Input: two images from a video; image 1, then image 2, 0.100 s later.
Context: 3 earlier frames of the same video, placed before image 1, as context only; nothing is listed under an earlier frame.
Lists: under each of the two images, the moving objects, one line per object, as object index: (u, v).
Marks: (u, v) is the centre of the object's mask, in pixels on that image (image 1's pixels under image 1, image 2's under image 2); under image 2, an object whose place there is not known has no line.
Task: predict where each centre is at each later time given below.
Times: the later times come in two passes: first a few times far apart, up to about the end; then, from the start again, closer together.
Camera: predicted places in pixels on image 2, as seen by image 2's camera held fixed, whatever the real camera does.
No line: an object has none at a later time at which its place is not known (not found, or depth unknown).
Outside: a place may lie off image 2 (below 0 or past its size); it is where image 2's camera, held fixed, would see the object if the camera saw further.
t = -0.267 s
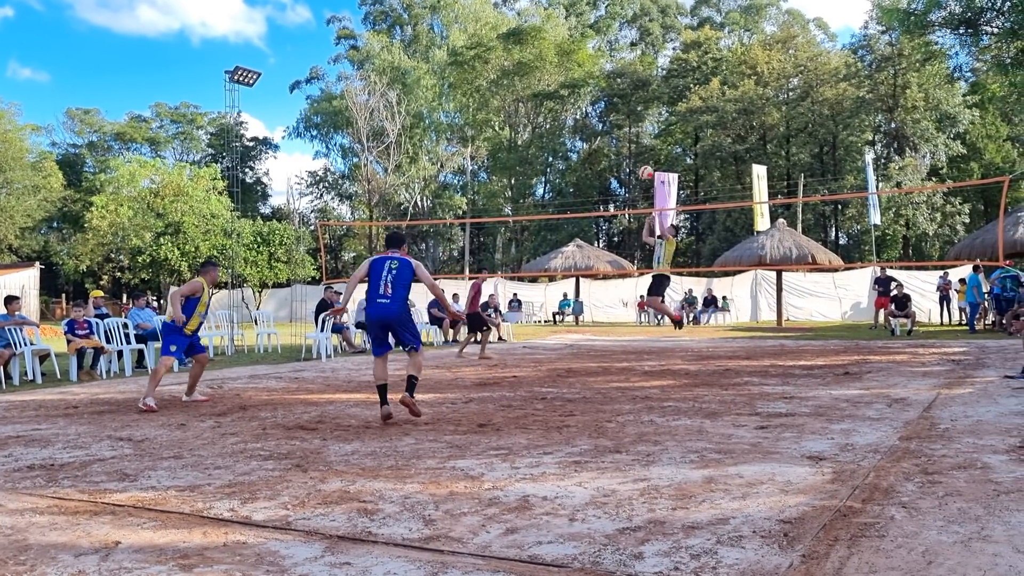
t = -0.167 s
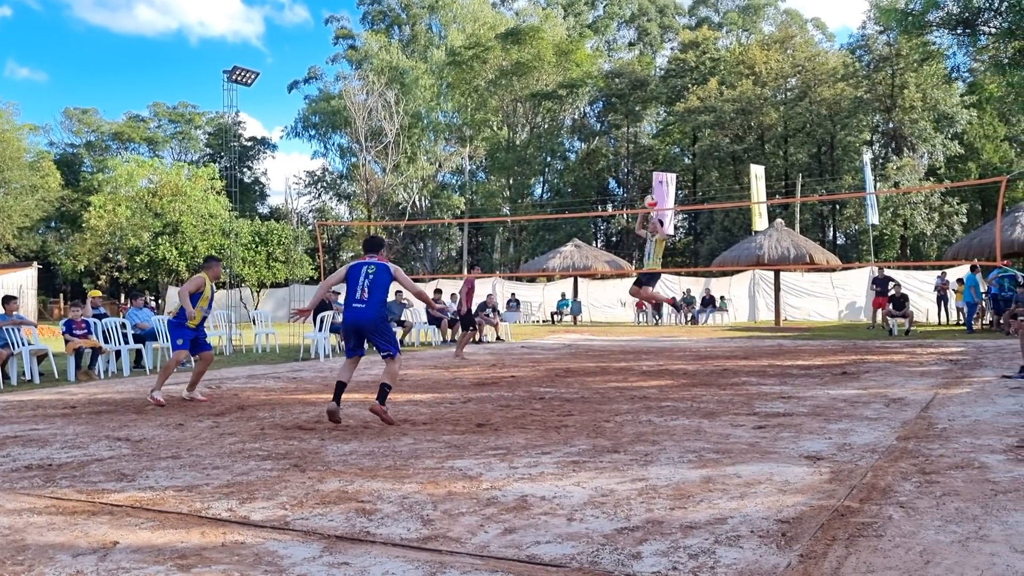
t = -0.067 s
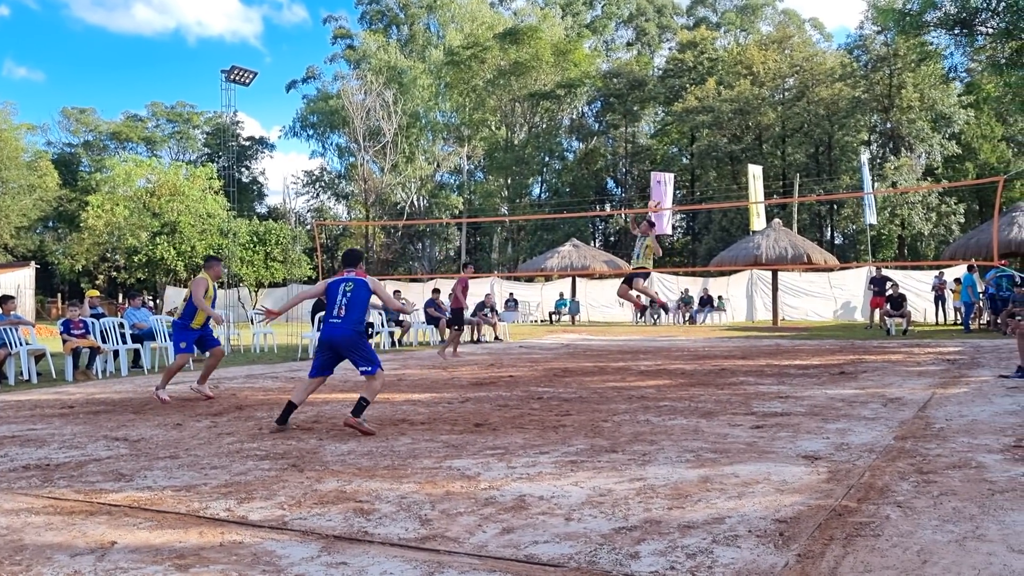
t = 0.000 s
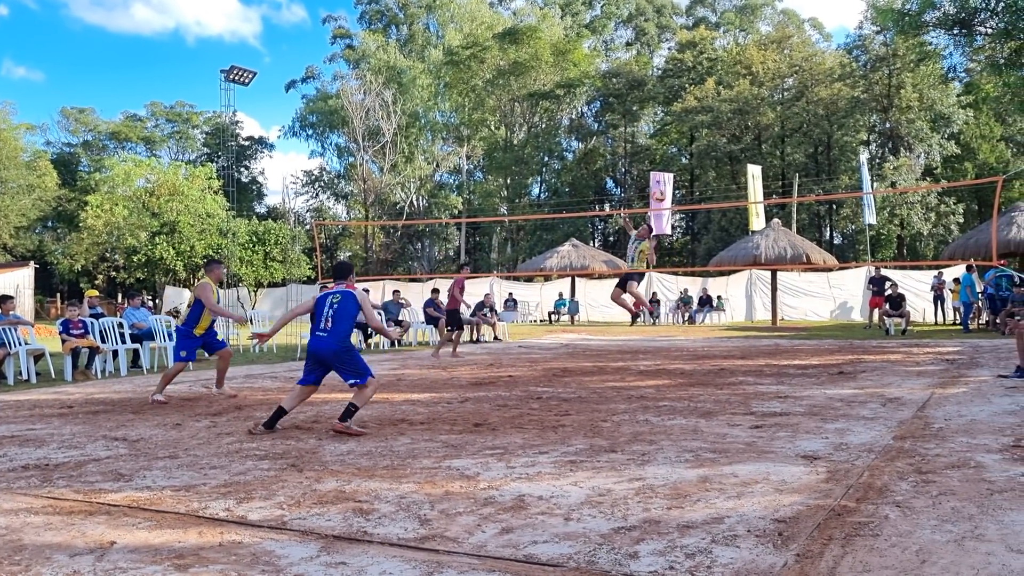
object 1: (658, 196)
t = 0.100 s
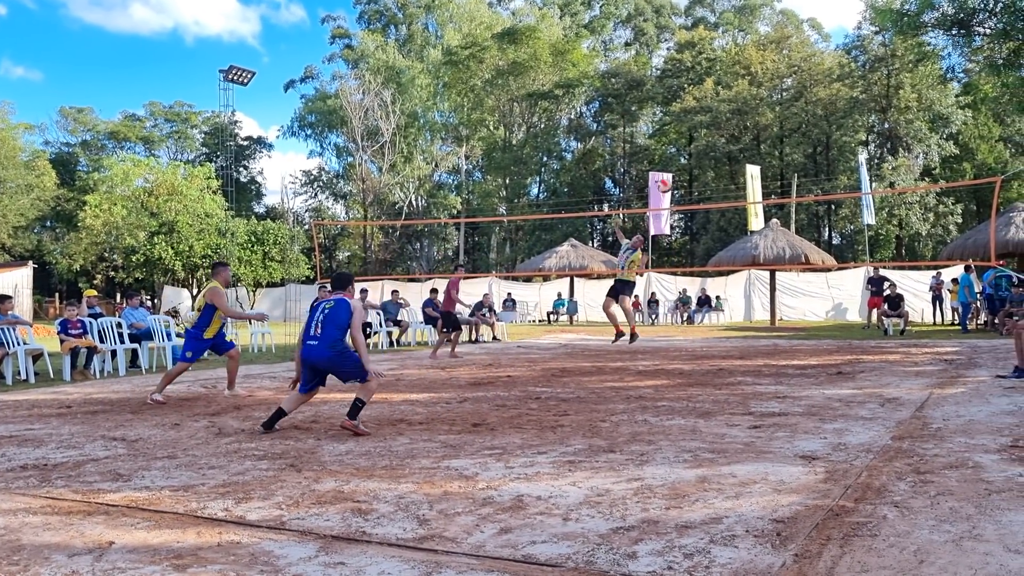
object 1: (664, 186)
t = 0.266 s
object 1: (679, 184)
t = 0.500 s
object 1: (701, 219)
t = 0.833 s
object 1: (747, 377)
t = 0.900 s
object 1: (760, 371)
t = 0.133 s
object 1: (667, 184)
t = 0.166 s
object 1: (670, 182)
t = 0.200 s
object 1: (672, 182)
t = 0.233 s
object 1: (675, 182)
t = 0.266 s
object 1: (679, 184)
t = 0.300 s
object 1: (681, 186)
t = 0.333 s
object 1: (684, 189)
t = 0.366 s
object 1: (687, 193)
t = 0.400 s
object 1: (691, 197)
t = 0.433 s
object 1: (694, 203)
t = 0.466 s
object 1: (698, 211)
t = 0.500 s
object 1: (701, 219)
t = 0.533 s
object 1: (705, 228)
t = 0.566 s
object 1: (709, 239)
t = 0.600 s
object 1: (713, 251)
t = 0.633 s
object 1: (717, 264)
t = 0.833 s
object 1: (747, 377)
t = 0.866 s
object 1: (753, 388)
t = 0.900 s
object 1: (760, 371)
